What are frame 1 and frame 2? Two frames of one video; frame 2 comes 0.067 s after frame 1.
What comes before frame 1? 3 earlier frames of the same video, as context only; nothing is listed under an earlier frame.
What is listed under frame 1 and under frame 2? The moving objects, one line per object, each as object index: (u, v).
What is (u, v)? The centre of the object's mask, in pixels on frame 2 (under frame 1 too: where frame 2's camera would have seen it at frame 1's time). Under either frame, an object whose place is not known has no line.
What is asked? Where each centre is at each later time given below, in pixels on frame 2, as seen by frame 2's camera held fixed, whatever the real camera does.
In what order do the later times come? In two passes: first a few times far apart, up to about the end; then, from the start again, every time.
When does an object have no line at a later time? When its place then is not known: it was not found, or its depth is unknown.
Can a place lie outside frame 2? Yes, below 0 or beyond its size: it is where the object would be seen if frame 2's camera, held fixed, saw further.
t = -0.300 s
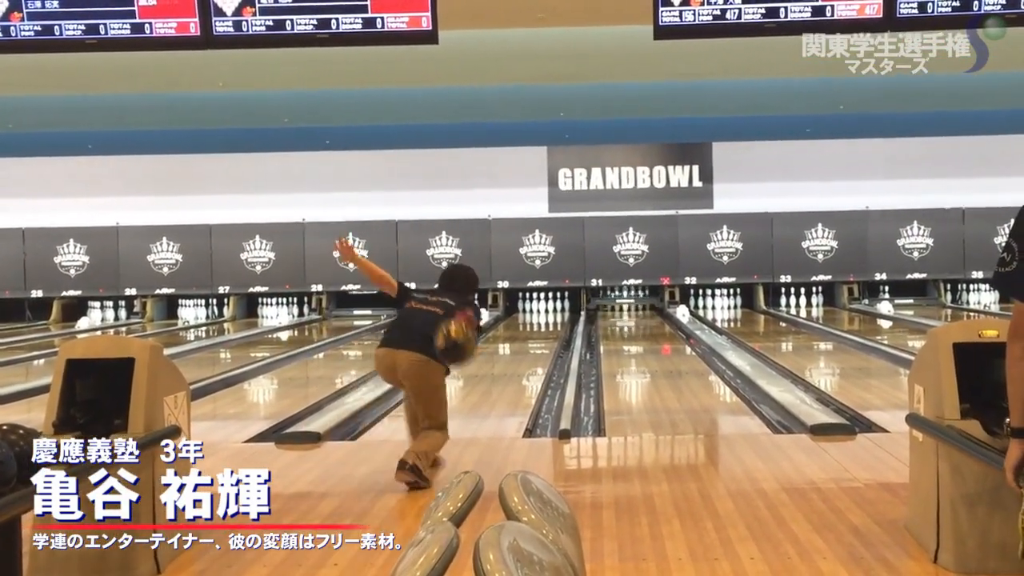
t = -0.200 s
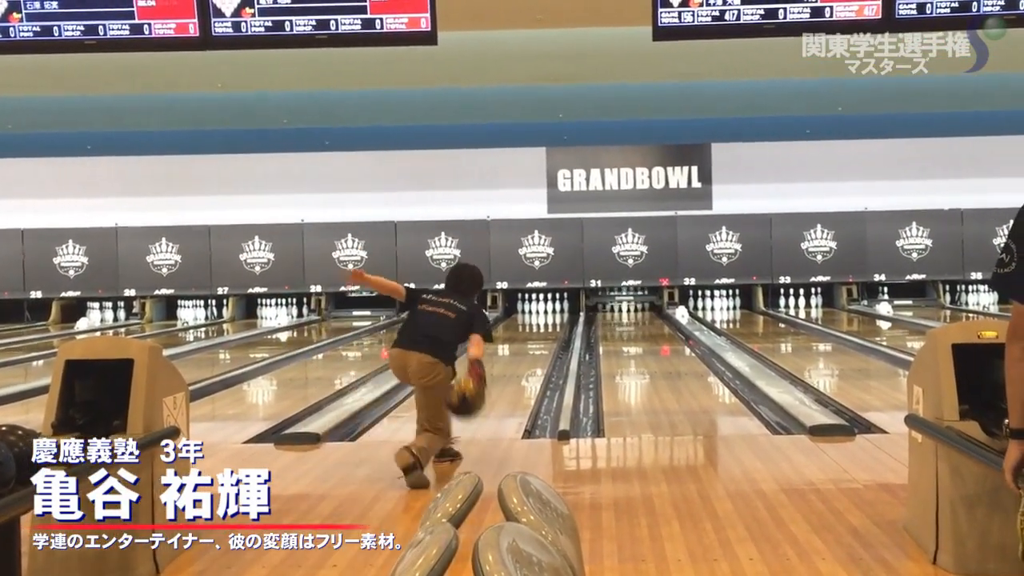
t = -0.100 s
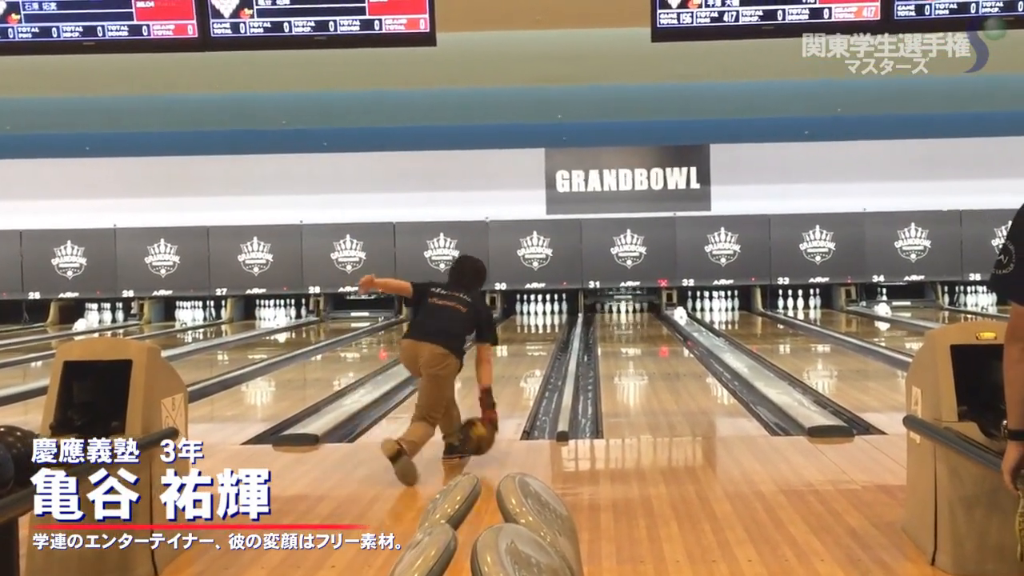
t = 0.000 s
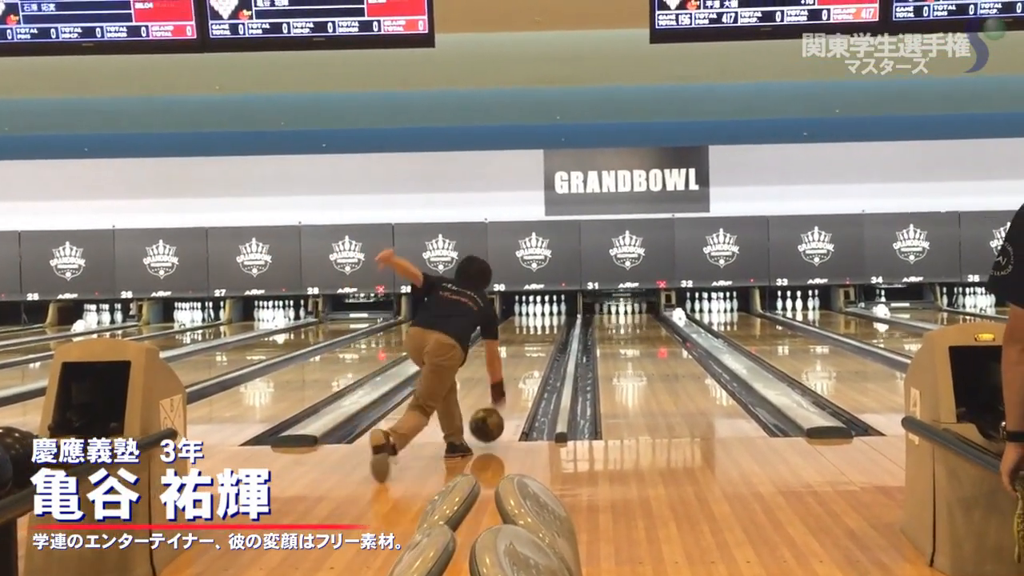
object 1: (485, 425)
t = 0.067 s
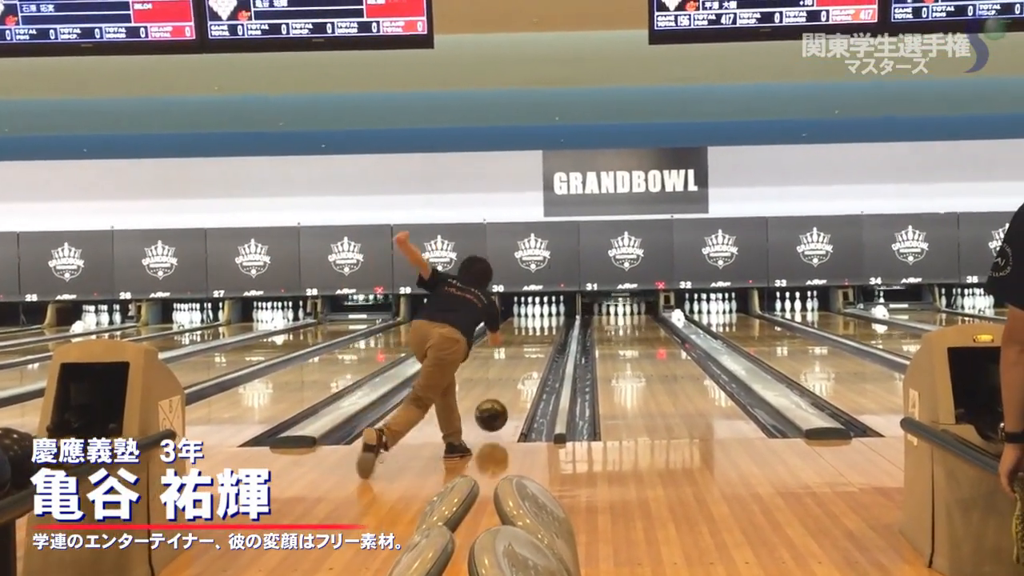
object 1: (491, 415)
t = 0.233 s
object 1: (503, 400)
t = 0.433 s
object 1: (513, 381)
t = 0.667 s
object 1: (521, 364)
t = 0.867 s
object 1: (523, 354)
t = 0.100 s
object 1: (493, 412)
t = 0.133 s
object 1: (496, 412)
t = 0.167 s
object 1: (498, 408)
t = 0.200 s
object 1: (501, 404)
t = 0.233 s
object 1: (503, 400)
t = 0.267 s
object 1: (505, 397)
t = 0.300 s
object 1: (507, 393)
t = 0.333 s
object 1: (509, 390)
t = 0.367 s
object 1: (510, 387)
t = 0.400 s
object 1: (511, 384)
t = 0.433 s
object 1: (513, 381)
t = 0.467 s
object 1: (514, 379)
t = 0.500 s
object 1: (515, 376)
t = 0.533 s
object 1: (516, 374)
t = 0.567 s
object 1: (518, 371)
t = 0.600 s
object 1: (519, 369)
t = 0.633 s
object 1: (520, 366)
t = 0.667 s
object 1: (521, 364)
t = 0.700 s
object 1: (522, 363)
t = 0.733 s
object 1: (522, 361)
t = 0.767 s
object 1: (522, 359)
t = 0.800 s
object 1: (523, 357)
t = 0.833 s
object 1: (523, 355)
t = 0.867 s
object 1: (523, 354)
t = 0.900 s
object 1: (524, 353)
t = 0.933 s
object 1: (524, 352)
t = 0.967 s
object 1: (524, 350)
